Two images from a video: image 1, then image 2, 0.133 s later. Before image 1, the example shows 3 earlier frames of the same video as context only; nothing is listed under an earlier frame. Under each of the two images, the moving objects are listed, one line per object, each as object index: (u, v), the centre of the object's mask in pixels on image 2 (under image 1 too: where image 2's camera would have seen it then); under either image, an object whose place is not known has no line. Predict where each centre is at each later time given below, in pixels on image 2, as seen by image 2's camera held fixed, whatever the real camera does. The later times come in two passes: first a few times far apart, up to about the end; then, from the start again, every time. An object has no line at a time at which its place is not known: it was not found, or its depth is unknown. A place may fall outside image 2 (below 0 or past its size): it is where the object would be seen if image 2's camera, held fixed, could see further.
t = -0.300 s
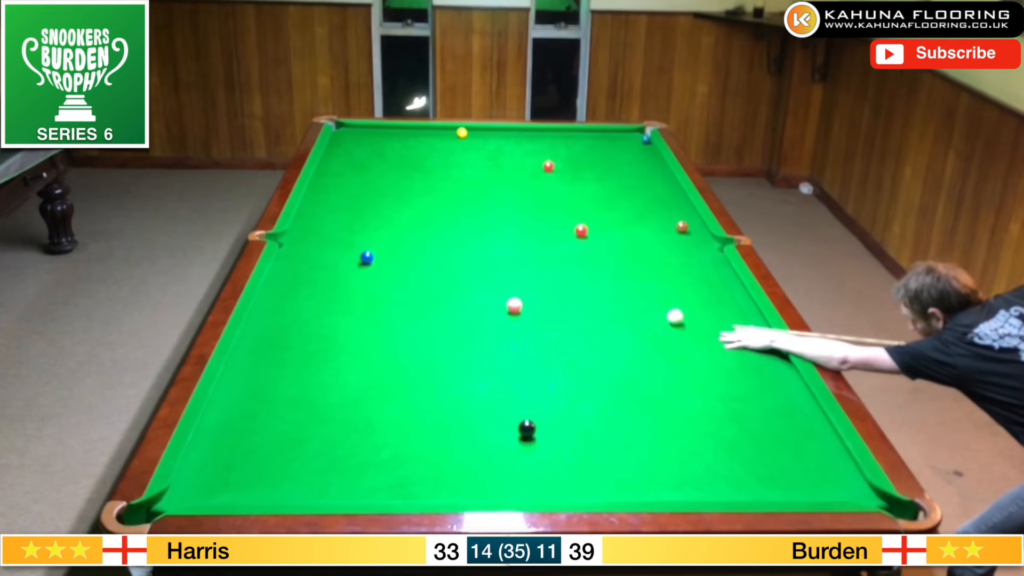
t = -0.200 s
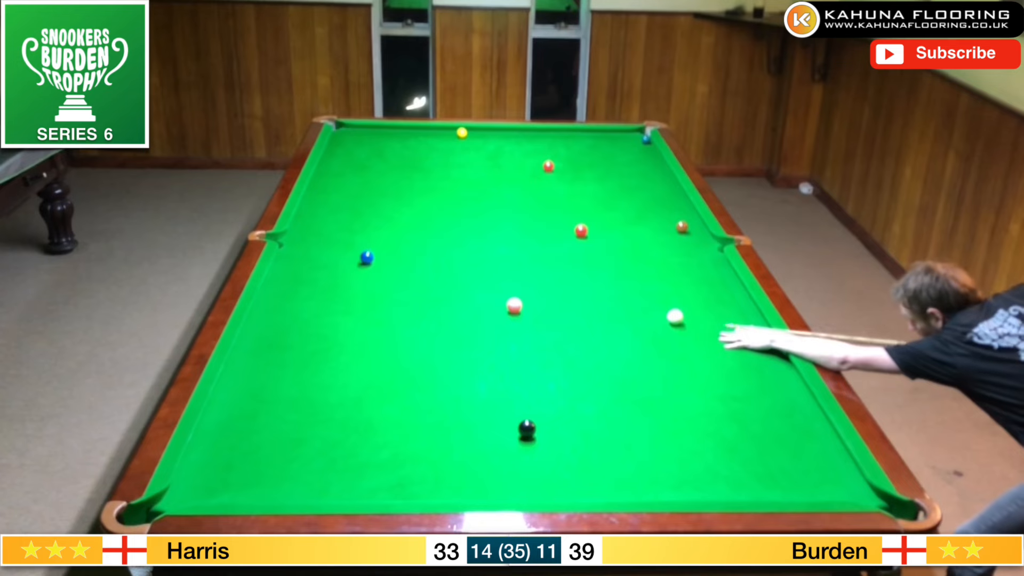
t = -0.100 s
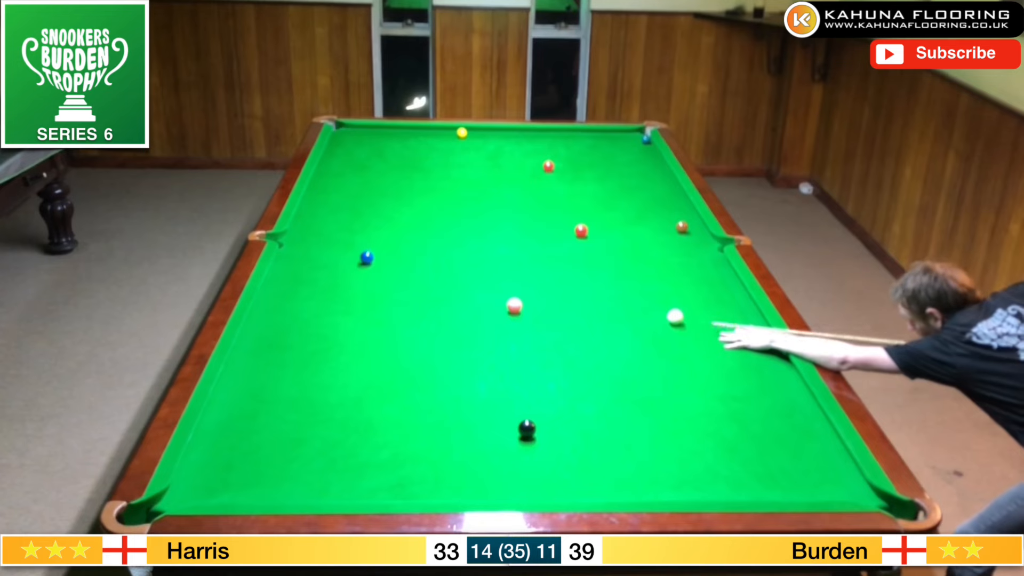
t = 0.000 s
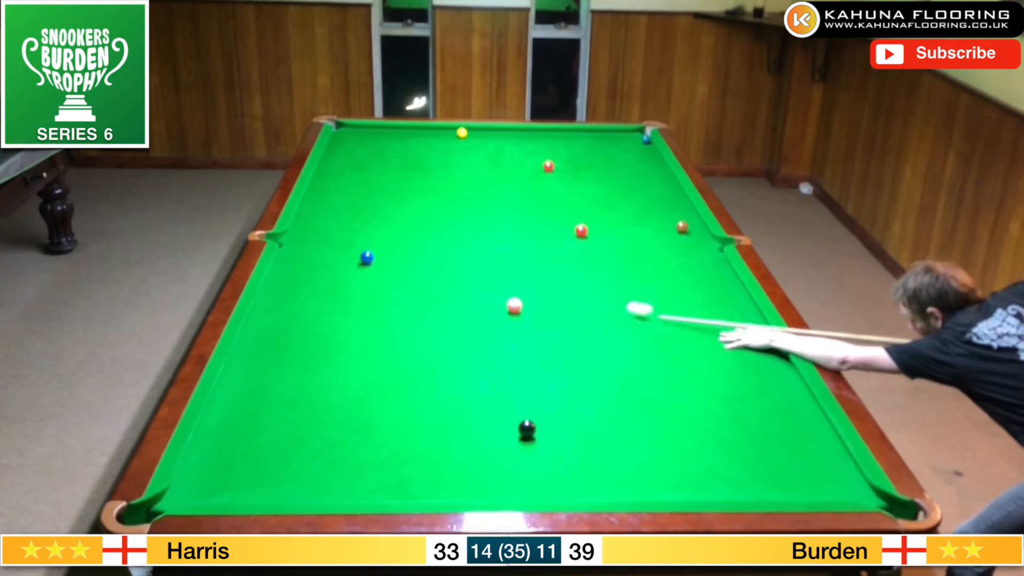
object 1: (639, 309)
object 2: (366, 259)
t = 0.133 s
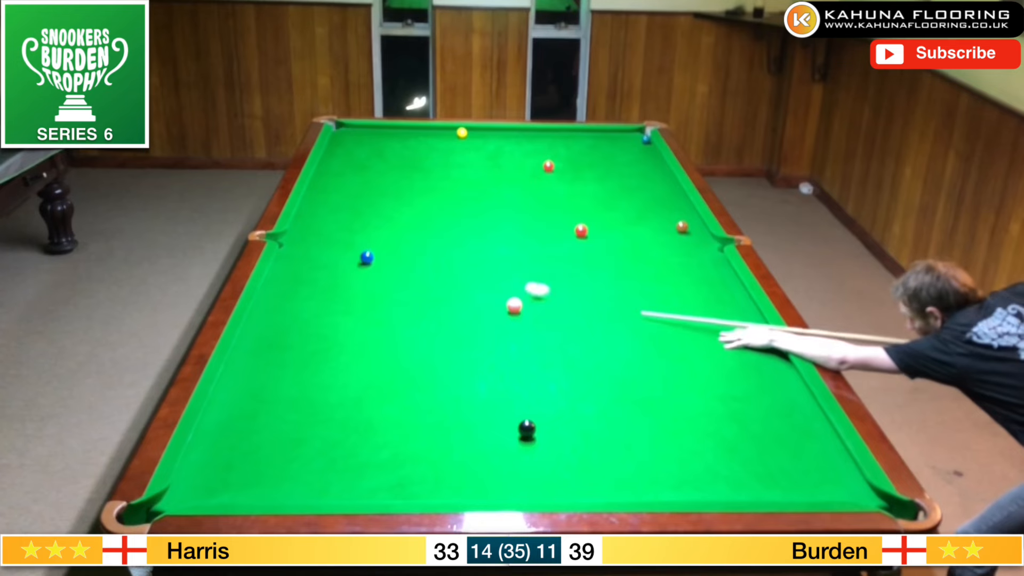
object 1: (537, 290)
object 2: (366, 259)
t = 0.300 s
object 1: (435, 270)
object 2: (366, 258)
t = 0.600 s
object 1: (362, 262)
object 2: (301, 242)
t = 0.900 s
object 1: (334, 262)
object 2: (292, 253)
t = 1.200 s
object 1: (309, 262)
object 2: (304, 275)
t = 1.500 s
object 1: (286, 263)
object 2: (318, 298)
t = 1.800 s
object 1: (288, 263)
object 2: (334, 322)
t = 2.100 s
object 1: (297, 263)
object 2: (349, 347)
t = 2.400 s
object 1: (304, 263)
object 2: (365, 373)
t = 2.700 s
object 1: (308, 263)
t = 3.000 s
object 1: (311, 263)
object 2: (398, 426)
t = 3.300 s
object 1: (310, 263)
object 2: (414, 454)
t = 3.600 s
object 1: (310, 263)
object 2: (431, 482)
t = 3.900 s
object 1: (310, 263)
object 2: (448, 491)
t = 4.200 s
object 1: (310, 263)
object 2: (460, 477)
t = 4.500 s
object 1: (310, 263)
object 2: (470, 465)
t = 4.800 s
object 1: (310, 263)
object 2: (479, 455)
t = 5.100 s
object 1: (310, 263)
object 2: (486, 449)
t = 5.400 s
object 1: (310, 263)
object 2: (491, 444)
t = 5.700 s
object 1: (310, 263)
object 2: (493, 442)
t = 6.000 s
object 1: (310, 263)
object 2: (494, 442)
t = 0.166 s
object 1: (515, 285)
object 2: (366, 259)
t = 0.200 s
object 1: (493, 281)
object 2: (366, 258)
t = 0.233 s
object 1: (472, 277)
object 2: (366, 259)
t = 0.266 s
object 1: (453, 274)
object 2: (366, 258)
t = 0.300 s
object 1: (435, 270)
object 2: (366, 258)
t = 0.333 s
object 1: (417, 267)
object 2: (366, 258)
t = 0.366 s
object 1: (400, 264)
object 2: (366, 259)
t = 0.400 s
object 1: (384, 261)
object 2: (366, 259)
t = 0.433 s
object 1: (377, 260)
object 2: (358, 256)
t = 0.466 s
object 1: (374, 261)
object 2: (346, 253)
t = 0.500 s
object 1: (372, 261)
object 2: (334, 250)
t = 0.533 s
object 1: (369, 262)
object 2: (322, 247)
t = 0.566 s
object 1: (366, 262)
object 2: (311, 244)
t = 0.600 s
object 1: (362, 262)
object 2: (301, 242)
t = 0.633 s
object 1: (359, 262)
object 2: (293, 239)
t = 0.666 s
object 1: (356, 262)
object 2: (283, 237)
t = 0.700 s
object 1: (352, 262)
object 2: (283, 238)
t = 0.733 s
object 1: (349, 262)
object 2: (285, 241)
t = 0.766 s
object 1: (346, 262)
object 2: (286, 243)
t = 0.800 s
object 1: (343, 262)
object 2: (287, 246)
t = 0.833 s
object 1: (340, 262)
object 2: (289, 248)
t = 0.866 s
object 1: (337, 262)
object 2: (291, 250)
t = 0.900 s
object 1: (334, 262)
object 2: (292, 253)
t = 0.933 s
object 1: (331, 262)
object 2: (293, 255)
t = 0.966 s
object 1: (328, 262)
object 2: (295, 258)
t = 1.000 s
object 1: (325, 262)
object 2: (296, 260)
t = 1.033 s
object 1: (322, 262)
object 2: (298, 262)
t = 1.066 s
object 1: (319, 262)
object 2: (299, 265)
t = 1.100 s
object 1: (316, 263)
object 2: (300, 268)
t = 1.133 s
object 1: (314, 262)
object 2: (302, 270)
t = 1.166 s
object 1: (311, 262)
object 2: (303, 273)
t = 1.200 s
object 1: (309, 262)
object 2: (304, 275)
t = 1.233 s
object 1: (306, 262)
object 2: (306, 277)
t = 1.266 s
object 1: (303, 263)
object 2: (308, 280)
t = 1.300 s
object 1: (300, 263)
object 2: (309, 283)
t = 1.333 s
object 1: (298, 263)
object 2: (311, 285)
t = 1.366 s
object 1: (295, 263)
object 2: (312, 288)
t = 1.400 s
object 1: (293, 263)
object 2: (314, 290)
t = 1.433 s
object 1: (290, 263)
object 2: (316, 293)
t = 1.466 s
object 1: (288, 263)
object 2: (317, 295)
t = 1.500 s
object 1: (286, 263)
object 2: (318, 298)
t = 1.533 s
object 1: (283, 263)
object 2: (320, 301)
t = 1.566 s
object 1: (281, 263)
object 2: (322, 303)
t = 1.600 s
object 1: (280, 263)
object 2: (323, 306)
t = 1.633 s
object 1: (281, 263)
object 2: (325, 309)
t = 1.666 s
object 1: (282, 263)
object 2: (327, 311)
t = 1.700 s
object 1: (284, 263)
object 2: (329, 314)
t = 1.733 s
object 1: (285, 263)
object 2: (330, 317)
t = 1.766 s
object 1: (286, 263)
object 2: (332, 319)
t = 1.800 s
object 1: (288, 263)
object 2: (334, 322)
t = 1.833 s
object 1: (289, 263)
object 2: (335, 325)
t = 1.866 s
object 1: (290, 263)
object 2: (337, 328)
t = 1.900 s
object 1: (291, 263)
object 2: (339, 330)
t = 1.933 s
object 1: (292, 263)
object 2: (340, 333)
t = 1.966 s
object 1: (293, 263)
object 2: (342, 336)
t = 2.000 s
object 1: (294, 263)
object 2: (344, 338)
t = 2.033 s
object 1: (295, 263)
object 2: (346, 341)
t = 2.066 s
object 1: (296, 263)
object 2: (347, 344)
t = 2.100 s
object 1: (297, 263)
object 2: (349, 347)
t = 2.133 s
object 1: (298, 263)
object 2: (351, 350)
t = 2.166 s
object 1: (299, 263)
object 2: (353, 353)
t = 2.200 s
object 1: (300, 263)
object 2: (354, 355)
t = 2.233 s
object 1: (300, 263)
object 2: (356, 358)
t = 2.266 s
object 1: (301, 263)
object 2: (358, 361)
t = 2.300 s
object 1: (302, 263)
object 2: (360, 364)
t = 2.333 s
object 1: (303, 263)
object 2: (361, 367)
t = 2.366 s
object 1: (303, 263)
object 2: (363, 370)
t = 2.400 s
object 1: (304, 263)
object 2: (365, 373)
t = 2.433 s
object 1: (305, 263)
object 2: (367, 376)
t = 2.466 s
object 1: (305, 263)
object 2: (368, 379)
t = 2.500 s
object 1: (306, 263)
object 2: (370, 382)
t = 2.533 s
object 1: (306, 263)
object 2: (372, 385)
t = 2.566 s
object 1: (307, 263)
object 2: (374, 388)
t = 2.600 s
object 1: (307, 263)
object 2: (376, 390)
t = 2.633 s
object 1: (308, 263)
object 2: (377, 393)
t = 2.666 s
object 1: (308, 263)
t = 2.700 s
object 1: (308, 263)
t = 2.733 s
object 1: (309, 263)
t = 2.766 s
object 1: (309, 263)
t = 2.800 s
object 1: (309, 263)
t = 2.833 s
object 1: (310, 263)
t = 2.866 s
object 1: (310, 263)
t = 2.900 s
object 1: (310, 263)
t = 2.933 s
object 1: (310, 263)
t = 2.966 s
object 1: (310, 263)
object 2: (399, 421)
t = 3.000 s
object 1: (311, 263)
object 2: (398, 426)
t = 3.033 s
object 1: (310, 263)
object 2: (399, 429)
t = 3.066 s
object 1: (310, 263)
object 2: (401, 433)
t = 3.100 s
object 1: (310, 263)
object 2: (403, 436)
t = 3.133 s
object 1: (310, 263)
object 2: (405, 439)
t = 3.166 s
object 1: (310, 263)
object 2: (407, 442)
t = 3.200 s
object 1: (310, 263)
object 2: (408, 445)
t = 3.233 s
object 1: (310, 263)
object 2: (410, 448)
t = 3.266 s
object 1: (310, 263)
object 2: (412, 451)
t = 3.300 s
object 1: (310, 263)
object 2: (414, 454)
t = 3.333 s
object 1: (310, 263)
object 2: (416, 457)
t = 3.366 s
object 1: (310, 263)
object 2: (418, 460)
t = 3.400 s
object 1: (310, 263)
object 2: (420, 463)
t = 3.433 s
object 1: (310, 263)
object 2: (422, 466)
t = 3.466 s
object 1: (310, 263)
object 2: (423, 469)
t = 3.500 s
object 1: (310, 263)
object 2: (425, 472)
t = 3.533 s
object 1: (310, 263)
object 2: (428, 475)
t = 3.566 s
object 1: (310, 263)
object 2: (429, 479)
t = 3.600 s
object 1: (310, 263)
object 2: (431, 482)
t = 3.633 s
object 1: (310, 263)
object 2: (433, 485)
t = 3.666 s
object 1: (310, 263)
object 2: (435, 487)
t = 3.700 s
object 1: (310, 263)
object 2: (437, 489)
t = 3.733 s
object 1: (310, 263)
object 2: (439, 491)
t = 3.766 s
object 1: (310, 263)
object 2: (441, 492)
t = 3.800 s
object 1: (310, 263)
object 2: (443, 494)
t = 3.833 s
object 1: (310, 263)
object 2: (445, 494)
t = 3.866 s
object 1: (310, 263)
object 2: (446, 493)
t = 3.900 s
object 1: (310, 263)
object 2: (448, 491)
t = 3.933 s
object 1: (310, 263)
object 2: (449, 490)
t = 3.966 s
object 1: (310, 263)
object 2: (451, 489)
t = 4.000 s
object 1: (310, 263)
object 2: (452, 488)
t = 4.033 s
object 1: (310, 263)
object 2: (453, 487)
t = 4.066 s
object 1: (310, 263)
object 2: (455, 486)
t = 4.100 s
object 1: (310, 263)
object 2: (456, 482)
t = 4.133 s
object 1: (310, 263)
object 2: (457, 481)
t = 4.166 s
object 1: (310, 263)
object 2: (459, 479)
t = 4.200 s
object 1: (310, 263)
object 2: (460, 477)
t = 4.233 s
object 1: (310, 263)
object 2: (461, 476)
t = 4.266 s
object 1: (310, 263)
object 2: (462, 474)
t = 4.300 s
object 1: (310, 263)
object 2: (464, 473)
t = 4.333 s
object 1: (310, 263)
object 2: (465, 471)
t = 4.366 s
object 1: (310, 263)
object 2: (466, 470)
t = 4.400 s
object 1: (310, 263)
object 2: (467, 468)
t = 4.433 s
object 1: (310, 263)
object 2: (468, 467)
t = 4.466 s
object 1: (310, 263)
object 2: (469, 466)
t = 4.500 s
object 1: (310, 263)
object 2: (470, 465)
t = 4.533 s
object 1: (310, 263)
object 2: (471, 464)
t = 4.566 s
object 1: (310, 263)
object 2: (472, 462)
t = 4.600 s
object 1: (310, 263)
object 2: (473, 461)
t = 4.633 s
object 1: (310, 263)
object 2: (474, 460)
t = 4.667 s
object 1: (310, 263)
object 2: (475, 459)
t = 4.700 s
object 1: (310, 263)
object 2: (476, 458)
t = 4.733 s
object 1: (310, 263)
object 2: (477, 457)
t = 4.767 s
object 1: (310, 263)
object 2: (478, 456)
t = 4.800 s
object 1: (310, 263)
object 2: (479, 455)
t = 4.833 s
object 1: (310, 263)
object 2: (479, 454)
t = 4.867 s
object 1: (310, 263)
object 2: (480, 453)
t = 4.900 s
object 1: (310, 263)
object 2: (481, 452)
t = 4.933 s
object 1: (310, 263)
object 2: (482, 452)
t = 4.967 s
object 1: (310, 263)
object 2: (483, 451)
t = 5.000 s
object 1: (310, 263)
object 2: (484, 451)
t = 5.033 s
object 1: (310, 263)
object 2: (484, 450)
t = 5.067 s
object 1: (310, 263)
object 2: (485, 449)
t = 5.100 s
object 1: (310, 263)
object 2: (486, 449)
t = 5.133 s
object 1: (310, 263)
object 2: (486, 448)
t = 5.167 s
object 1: (310, 263)
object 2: (487, 448)
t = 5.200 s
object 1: (310, 263)
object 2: (488, 447)
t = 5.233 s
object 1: (310, 263)
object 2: (488, 446)
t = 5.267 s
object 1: (310, 263)
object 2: (489, 446)
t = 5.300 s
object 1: (310, 263)
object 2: (489, 445)
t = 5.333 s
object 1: (310, 263)
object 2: (490, 445)
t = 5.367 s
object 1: (310, 263)
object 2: (490, 445)
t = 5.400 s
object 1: (310, 263)
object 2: (491, 444)
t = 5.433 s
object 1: (310, 263)
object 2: (491, 444)
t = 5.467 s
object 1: (310, 263)
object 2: (491, 444)
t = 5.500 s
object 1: (310, 263)
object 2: (492, 444)
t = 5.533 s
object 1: (310, 263)
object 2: (492, 443)
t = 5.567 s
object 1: (310, 263)
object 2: (492, 443)
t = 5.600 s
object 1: (310, 263)
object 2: (493, 443)
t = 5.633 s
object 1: (310, 263)
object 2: (493, 443)
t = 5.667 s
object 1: (310, 263)
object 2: (493, 443)
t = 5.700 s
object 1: (310, 263)
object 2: (493, 442)
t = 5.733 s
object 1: (310, 263)
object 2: (493, 442)
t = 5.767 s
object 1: (310, 263)
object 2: (494, 442)
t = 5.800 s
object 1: (310, 263)
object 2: (494, 442)
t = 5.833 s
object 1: (310, 263)
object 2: (494, 442)
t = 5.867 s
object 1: (310, 263)
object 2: (494, 442)
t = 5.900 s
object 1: (310, 263)
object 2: (494, 442)
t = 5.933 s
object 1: (310, 263)
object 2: (494, 442)
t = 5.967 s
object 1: (310, 263)
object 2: (494, 442)
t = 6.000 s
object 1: (310, 263)
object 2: (494, 442)
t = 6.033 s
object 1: (310, 263)
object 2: (494, 442)
